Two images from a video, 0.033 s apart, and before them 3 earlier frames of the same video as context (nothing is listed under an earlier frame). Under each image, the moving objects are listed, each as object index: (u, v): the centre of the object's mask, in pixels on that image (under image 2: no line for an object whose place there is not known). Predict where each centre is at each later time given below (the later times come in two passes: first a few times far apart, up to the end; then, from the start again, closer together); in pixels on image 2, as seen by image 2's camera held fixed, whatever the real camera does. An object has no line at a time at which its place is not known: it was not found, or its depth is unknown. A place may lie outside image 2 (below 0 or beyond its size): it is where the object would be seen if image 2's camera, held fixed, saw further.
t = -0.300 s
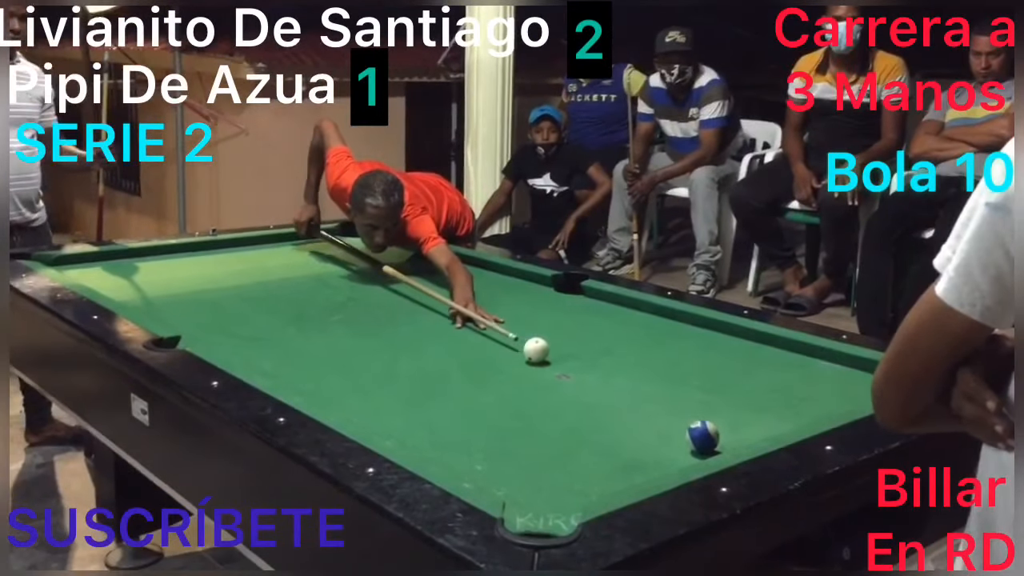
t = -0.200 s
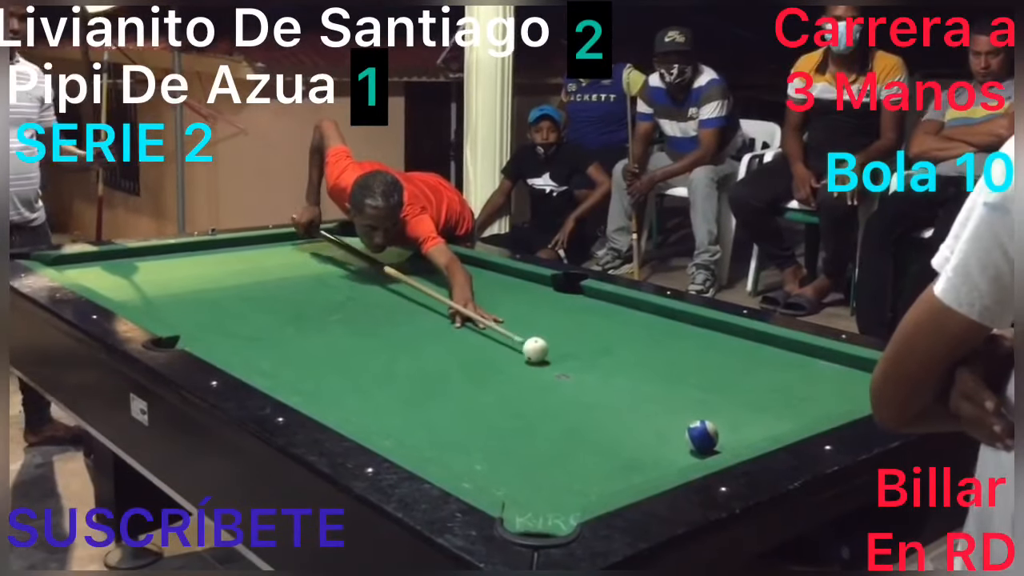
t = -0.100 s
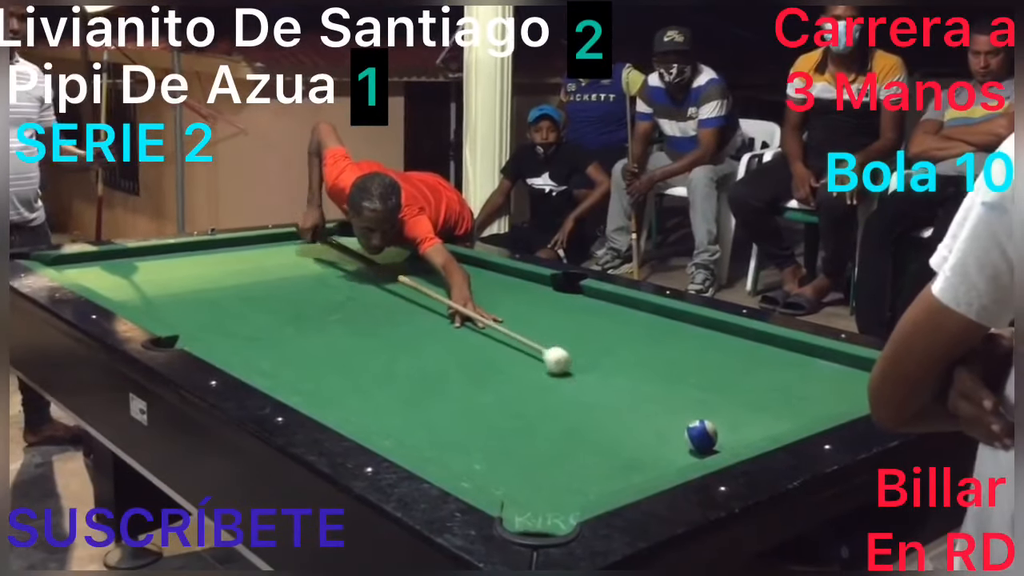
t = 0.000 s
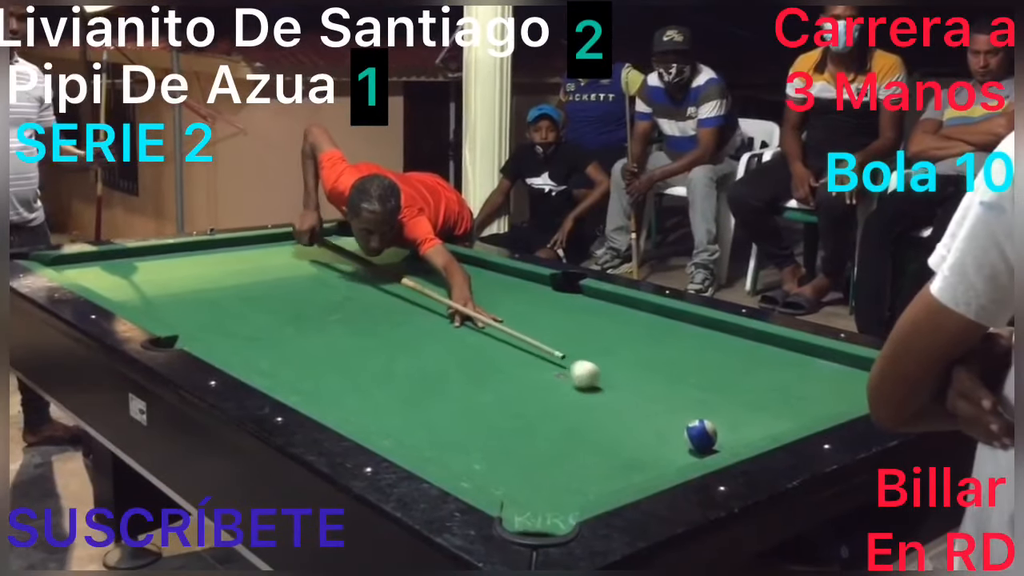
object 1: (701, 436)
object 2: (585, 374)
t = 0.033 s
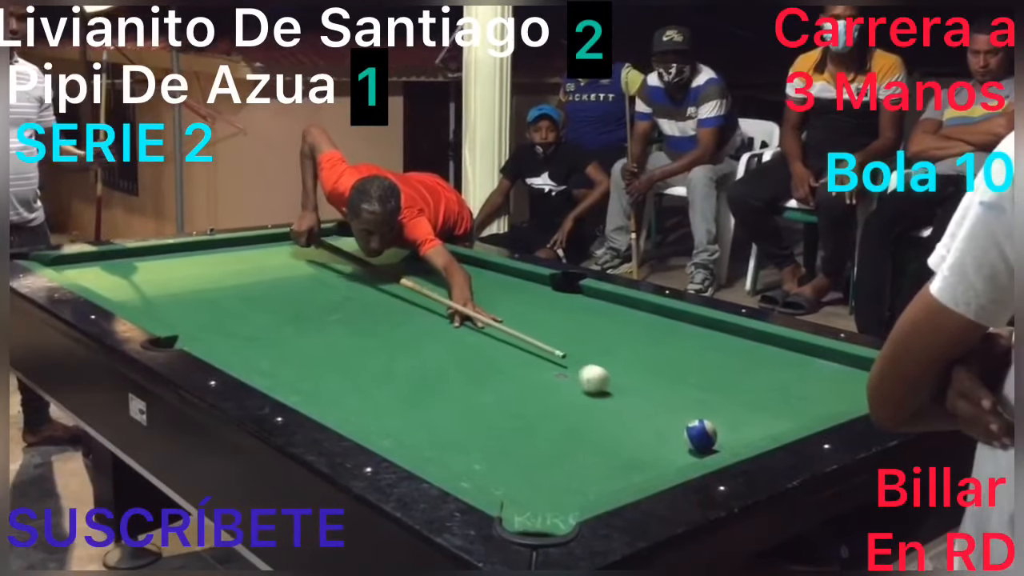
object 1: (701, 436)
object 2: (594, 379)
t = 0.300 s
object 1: (701, 436)
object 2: (676, 420)
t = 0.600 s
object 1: (672, 444)
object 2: (737, 431)
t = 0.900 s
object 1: (605, 432)
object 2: (760, 423)
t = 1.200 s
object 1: (546, 422)
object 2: (766, 408)
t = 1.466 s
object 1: (500, 414)
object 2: (771, 397)
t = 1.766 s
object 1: (454, 406)
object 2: (774, 386)
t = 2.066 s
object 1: (414, 400)
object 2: (777, 377)
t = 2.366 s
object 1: (379, 394)
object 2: (781, 370)
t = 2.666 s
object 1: (348, 388)
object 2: (783, 364)
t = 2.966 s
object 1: (322, 384)
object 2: (783, 361)
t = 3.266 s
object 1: (300, 379)
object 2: (785, 358)
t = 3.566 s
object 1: (283, 374)
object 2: (784, 356)
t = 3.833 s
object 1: (270, 370)
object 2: (784, 355)
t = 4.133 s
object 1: (263, 367)
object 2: (784, 355)
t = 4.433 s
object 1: (262, 366)
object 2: (785, 355)
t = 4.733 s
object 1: (261, 366)
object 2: (784, 355)
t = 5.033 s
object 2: (784, 355)
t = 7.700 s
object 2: (784, 347)
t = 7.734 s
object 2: (784, 348)
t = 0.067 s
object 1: (701, 436)
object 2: (604, 384)
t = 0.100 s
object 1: (701, 436)
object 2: (613, 389)
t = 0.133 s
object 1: (701, 436)
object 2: (623, 393)
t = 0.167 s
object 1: (701, 436)
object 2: (634, 398)
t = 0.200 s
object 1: (701, 436)
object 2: (644, 403)
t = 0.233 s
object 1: (701, 436)
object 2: (655, 409)
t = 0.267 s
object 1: (701, 436)
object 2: (666, 414)
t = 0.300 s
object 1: (701, 436)
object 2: (676, 420)
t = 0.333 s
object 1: (703, 438)
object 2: (684, 421)
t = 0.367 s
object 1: (708, 440)
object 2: (691, 422)
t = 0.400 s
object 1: (712, 443)
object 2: (698, 423)
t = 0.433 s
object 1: (713, 444)
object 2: (705, 424)
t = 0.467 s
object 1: (705, 444)
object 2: (713, 425)
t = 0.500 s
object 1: (695, 446)
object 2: (719, 427)
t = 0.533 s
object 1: (688, 446)
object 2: (725, 429)
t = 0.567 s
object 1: (680, 445)
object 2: (731, 431)
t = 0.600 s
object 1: (672, 444)
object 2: (737, 431)
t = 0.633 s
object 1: (664, 442)
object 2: (743, 430)
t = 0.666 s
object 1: (658, 441)
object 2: (749, 429)
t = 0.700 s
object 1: (649, 439)
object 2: (753, 430)
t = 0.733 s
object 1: (641, 438)
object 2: (754, 428)
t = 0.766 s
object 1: (634, 437)
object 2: (756, 428)
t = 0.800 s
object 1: (627, 437)
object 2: (757, 426)
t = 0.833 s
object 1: (621, 434)
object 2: (758, 425)
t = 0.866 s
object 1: (613, 432)
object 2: (759, 424)
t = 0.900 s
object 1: (605, 432)
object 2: (760, 423)
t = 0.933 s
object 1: (599, 431)
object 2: (761, 421)
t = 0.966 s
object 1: (592, 431)
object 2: (762, 420)
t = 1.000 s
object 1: (585, 429)
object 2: (763, 419)
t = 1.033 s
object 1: (579, 429)
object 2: (763, 416)
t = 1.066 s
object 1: (573, 427)
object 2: (764, 415)
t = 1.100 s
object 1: (566, 426)
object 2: (765, 413)
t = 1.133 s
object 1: (559, 425)
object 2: (765, 412)
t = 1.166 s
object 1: (553, 423)
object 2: (766, 410)
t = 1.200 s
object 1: (546, 422)
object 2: (766, 408)
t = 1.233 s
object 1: (541, 422)
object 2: (767, 407)
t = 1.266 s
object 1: (535, 421)
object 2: (767, 405)
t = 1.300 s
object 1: (530, 419)
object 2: (768, 403)
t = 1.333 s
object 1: (524, 417)
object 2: (768, 402)
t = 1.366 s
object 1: (517, 416)
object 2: (769, 400)
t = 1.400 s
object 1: (511, 416)
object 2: (769, 399)
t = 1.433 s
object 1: (506, 415)
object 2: (770, 398)
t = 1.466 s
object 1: (500, 414)
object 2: (771, 397)
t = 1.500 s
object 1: (495, 414)
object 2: (771, 395)
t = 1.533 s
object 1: (490, 413)
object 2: (772, 394)
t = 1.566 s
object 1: (485, 413)
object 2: (772, 393)
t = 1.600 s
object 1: (480, 411)
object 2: (772, 391)
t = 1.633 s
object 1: (475, 410)
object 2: (773, 390)
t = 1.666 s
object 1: (469, 409)
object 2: (773, 389)
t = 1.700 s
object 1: (464, 408)
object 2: (773, 388)
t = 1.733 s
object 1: (459, 407)
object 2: (774, 387)
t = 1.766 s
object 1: (454, 406)
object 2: (774, 386)
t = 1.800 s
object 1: (450, 406)
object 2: (775, 385)
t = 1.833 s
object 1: (446, 405)
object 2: (775, 384)
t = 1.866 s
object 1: (441, 404)
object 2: (775, 383)
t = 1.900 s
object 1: (436, 403)
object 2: (775, 381)
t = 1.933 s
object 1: (431, 402)
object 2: (776, 381)
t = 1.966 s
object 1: (427, 402)
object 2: (776, 380)
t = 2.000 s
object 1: (422, 401)
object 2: (777, 379)
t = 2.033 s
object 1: (418, 400)
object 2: (777, 378)
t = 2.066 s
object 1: (414, 400)
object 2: (777, 377)
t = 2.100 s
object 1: (410, 400)
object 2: (778, 376)
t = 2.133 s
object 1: (406, 399)
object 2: (778, 375)
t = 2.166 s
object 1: (402, 398)
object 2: (779, 375)
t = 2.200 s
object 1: (398, 397)
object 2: (779, 374)
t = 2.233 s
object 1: (394, 396)
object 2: (779, 373)
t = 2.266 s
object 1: (390, 395)
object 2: (780, 372)
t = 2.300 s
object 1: (386, 395)
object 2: (780, 372)
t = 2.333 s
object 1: (382, 394)
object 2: (780, 371)
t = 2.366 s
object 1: (379, 394)
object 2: (781, 370)
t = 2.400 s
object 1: (375, 393)
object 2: (781, 369)
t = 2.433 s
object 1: (371, 392)
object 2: (781, 369)
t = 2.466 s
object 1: (368, 391)
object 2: (782, 368)
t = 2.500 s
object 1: (365, 391)
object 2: (782, 367)
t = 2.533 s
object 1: (362, 391)
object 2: (782, 367)
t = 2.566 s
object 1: (358, 390)
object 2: (782, 366)
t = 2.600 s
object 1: (355, 389)
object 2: (782, 365)
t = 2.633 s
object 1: (351, 388)
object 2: (783, 365)
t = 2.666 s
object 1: (348, 388)
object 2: (783, 364)
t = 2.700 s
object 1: (345, 387)
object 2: (783, 364)
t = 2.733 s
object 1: (342, 387)
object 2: (783, 364)
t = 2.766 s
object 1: (339, 386)
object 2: (783, 363)
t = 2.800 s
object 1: (336, 386)
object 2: (783, 363)
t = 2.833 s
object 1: (333, 386)
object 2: (783, 362)
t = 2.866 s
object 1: (331, 385)
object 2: (784, 362)
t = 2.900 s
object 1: (328, 385)
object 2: (784, 361)
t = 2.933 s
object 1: (325, 385)
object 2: (784, 361)
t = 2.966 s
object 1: (322, 384)
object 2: (783, 361)
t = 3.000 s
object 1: (320, 383)
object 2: (784, 360)
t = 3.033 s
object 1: (317, 384)
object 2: (784, 360)
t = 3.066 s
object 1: (315, 383)
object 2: (784, 360)
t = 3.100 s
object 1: (312, 383)
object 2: (784, 359)
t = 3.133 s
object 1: (310, 382)
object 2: (784, 359)
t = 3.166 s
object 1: (307, 381)
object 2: (784, 359)
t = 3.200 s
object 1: (305, 380)
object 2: (784, 358)
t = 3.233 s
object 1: (303, 380)
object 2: (784, 358)
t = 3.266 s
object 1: (300, 379)
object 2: (785, 358)
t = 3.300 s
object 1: (298, 379)
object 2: (785, 358)
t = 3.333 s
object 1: (296, 378)
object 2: (785, 357)
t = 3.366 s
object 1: (294, 378)
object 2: (785, 357)
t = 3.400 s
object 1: (292, 377)
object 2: (784, 357)
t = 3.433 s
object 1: (290, 377)
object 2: (784, 356)
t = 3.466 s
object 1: (288, 376)
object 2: (784, 356)
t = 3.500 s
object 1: (286, 376)
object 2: (785, 356)
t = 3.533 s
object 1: (284, 375)
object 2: (785, 356)
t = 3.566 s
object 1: (283, 374)
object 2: (784, 356)
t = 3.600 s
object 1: (281, 374)
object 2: (784, 355)
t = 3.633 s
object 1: (279, 374)
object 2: (784, 355)
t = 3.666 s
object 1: (278, 373)
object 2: (784, 355)
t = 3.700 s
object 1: (276, 372)
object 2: (784, 355)
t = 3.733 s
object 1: (274, 372)
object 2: (784, 355)
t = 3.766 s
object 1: (273, 371)
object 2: (784, 355)
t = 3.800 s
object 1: (271, 371)
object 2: (784, 355)
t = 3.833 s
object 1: (270, 370)
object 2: (784, 355)
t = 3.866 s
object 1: (269, 370)
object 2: (784, 355)
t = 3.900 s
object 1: (267, 370)
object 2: (784, 355)
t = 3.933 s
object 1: (266, 369)
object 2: (784, 355)
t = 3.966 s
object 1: (265, 369)
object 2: (784, 355)
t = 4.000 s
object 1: (264, 368)
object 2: (784, 355)
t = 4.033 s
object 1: (263, 368)
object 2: (784, 355)
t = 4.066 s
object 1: (263, 368)
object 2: (784, 355)
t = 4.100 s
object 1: (263, 368)
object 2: (784, 355)
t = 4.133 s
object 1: (263, 367)
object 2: (784, 355)
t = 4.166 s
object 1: (263, 367)
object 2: (784, 354)
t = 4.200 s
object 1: (263, 367)
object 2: (784, 355)
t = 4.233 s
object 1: (262, 367)
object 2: (784, 355)
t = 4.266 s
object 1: (262, 367)
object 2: (784, 355)
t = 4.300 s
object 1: (261, 367)
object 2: (784, 355)
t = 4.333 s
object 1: (261, 367)
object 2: (785, 355)
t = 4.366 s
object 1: (261, 366)
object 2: (785, 355)
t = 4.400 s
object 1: (261, 366)
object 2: (784, 355)
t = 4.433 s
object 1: (262, 366)
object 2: (785, 355)
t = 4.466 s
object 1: (261, 366)
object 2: (785, 355)
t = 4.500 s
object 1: (261, 366)
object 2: (784, 355)
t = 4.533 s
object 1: (261, 366)
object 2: (784, 356)
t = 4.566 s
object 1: (261, 366)
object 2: (785, 356)
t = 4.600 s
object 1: (261, 366)
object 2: (785, 355)
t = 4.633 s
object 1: (261, 366)
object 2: (785, 355)
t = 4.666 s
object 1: (261, 366)
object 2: (784, 355)
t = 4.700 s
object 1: (261, 366)
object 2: (784, 355)
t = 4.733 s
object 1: (261, 366)
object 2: (784, 355)
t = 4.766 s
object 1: (261, 366)
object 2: (784, 355)
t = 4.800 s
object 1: (261, 366)
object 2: (784, 355)
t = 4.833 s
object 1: (261, 366)
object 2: (784, 355)
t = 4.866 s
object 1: (261, 366)
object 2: (784, 355)
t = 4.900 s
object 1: (261, 366)
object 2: (784, 355)
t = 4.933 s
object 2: (784, 355)
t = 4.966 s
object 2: (784, 355)
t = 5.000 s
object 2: (784, 356)
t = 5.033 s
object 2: (784, 355)
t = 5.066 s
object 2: (784, 355)
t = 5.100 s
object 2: (784, 354)
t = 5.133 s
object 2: (784, 354)
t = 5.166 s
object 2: (785, 354)
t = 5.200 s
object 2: (784, 354)
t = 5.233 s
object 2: (784, 355)
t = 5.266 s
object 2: (784, 354)
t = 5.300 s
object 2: (784, 355)
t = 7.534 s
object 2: (785, 349)
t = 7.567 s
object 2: (785, 349)
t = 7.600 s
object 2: (785, 349)
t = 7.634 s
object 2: (784, 349)
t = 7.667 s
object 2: (785, 349)
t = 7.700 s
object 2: (784, 347)
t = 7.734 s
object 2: (784, 348)
